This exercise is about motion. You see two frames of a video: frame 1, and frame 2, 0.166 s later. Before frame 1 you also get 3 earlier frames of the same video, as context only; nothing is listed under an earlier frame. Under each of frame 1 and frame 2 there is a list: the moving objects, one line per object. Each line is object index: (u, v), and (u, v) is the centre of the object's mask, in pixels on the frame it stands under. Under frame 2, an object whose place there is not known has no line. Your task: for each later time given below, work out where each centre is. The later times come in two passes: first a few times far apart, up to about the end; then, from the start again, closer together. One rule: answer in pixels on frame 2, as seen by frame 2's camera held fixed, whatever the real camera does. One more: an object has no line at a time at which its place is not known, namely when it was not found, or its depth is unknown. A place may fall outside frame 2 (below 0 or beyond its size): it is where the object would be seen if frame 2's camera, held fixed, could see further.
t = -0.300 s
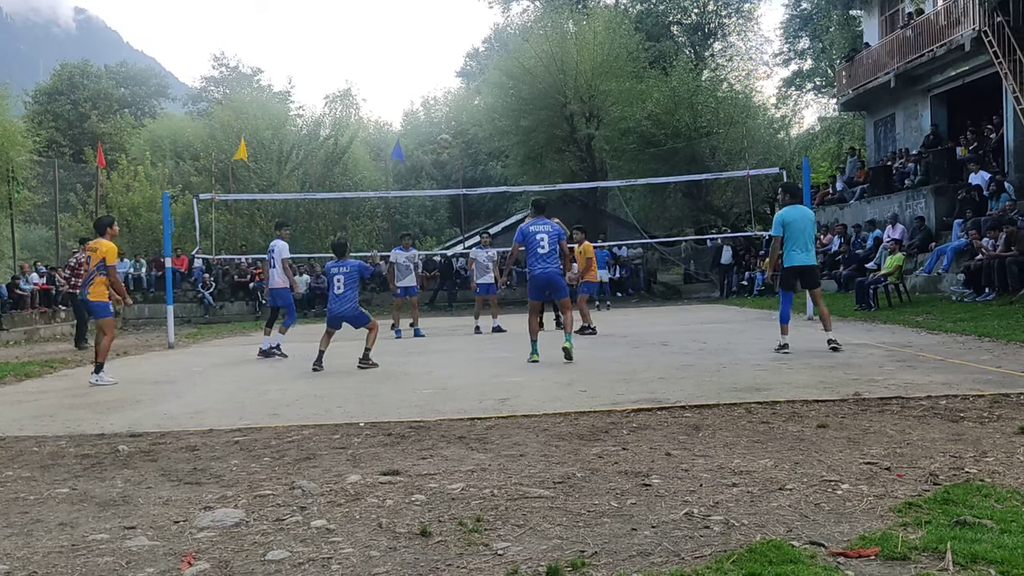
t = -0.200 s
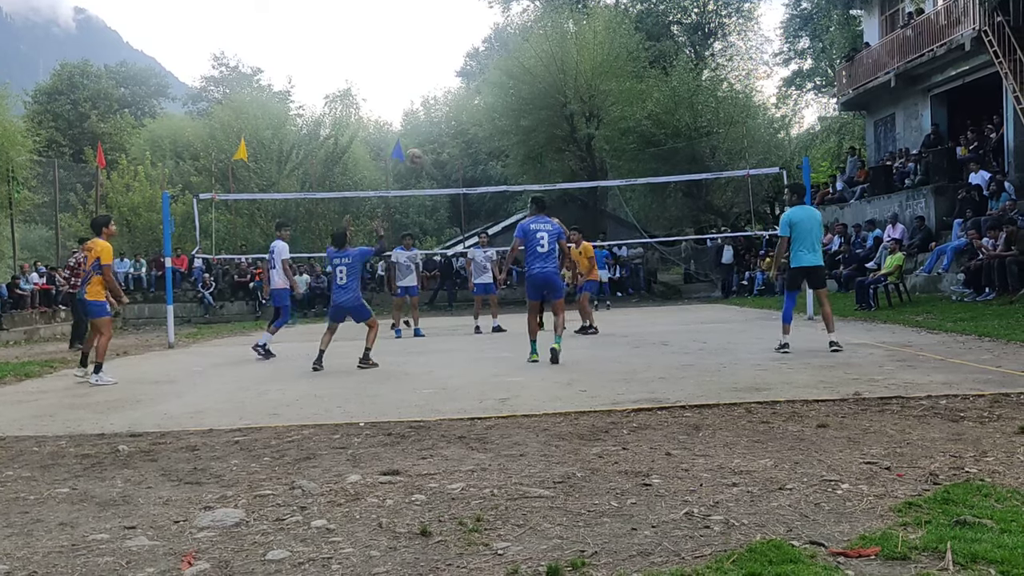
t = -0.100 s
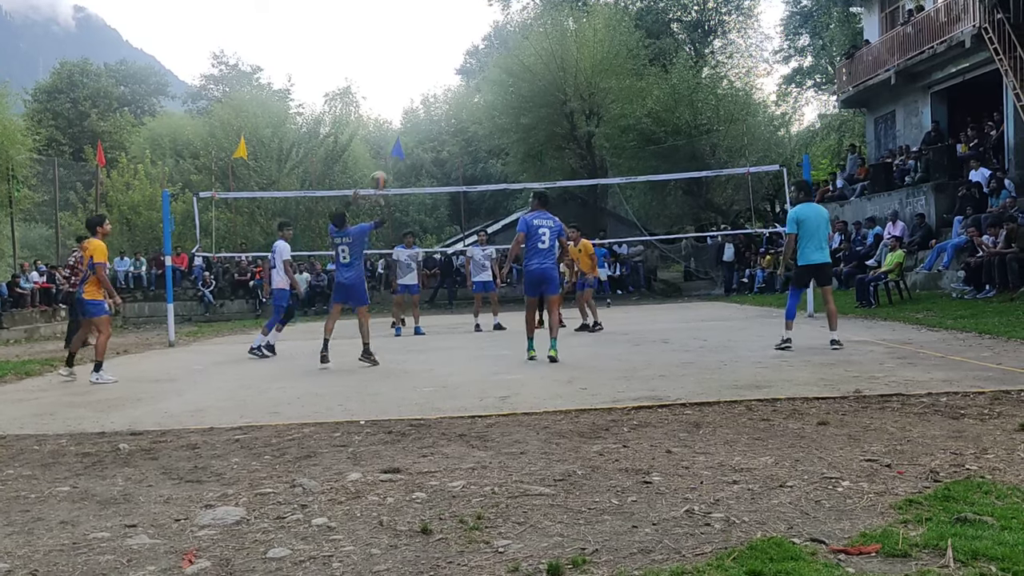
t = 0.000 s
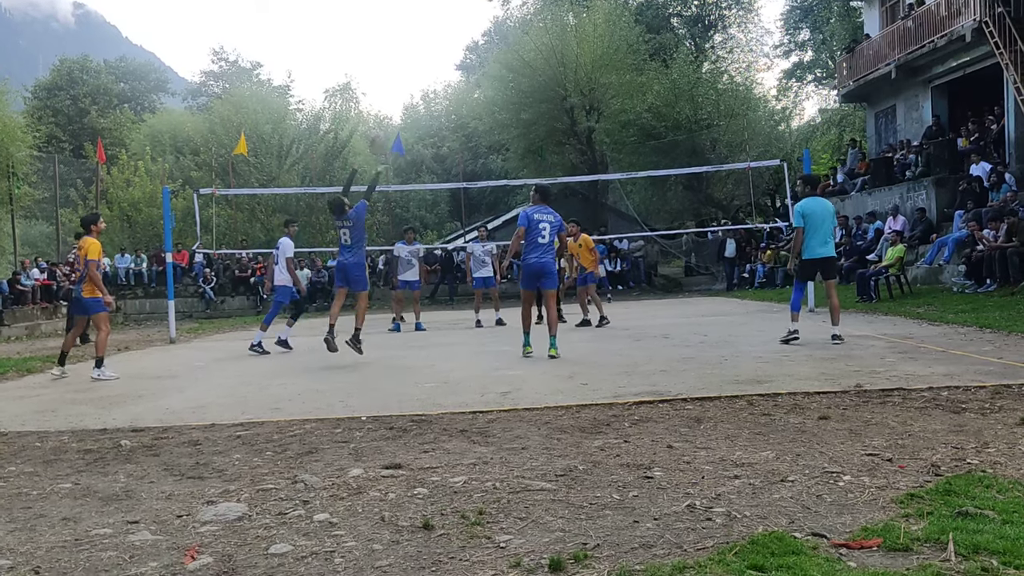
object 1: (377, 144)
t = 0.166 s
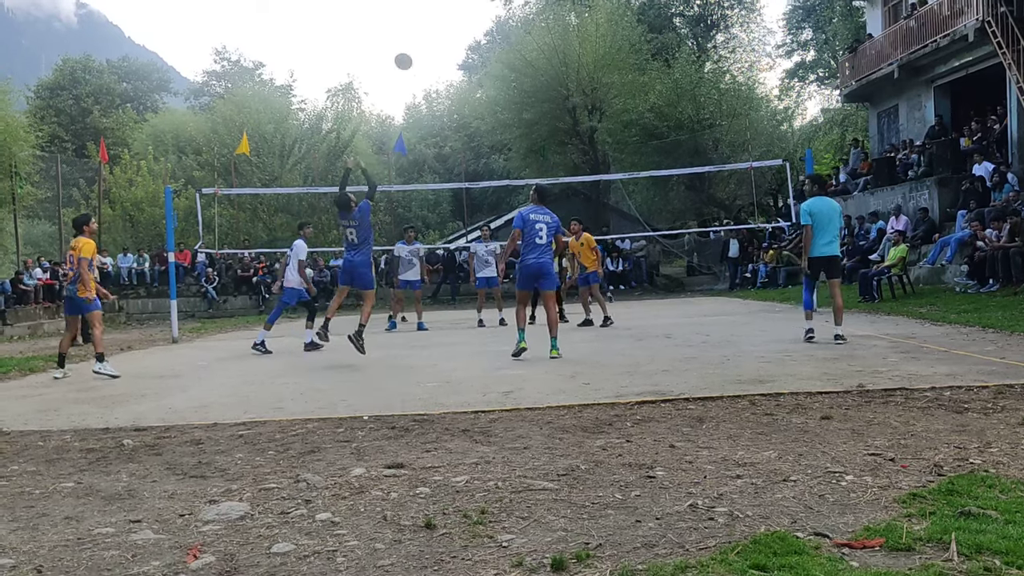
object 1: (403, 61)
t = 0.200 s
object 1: (408, 49)
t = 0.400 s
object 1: (434, -2)
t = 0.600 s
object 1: (459, -19)
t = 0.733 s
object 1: (475, -13)
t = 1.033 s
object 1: (507, 46)
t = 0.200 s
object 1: (408, 49)
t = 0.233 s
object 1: (412, 38)
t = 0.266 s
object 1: (416, 28)
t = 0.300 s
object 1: (421, 18)
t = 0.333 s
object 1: (425, 11)
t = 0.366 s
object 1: (430, 4)
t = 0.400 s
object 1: (434, -2)
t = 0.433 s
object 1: (438, -8)
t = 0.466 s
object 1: (443, -12)
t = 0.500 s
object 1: (447, -15)
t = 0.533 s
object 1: (451, -17)
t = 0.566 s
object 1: (455, -19)
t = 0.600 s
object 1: (459, -19)
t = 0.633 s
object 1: (463, -19)
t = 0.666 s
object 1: (467, -18)
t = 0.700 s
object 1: (471, -16)
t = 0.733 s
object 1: (475, -13)
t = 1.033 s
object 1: (507, 46)
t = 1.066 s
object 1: (511, 56)
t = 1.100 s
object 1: (514, 66)
